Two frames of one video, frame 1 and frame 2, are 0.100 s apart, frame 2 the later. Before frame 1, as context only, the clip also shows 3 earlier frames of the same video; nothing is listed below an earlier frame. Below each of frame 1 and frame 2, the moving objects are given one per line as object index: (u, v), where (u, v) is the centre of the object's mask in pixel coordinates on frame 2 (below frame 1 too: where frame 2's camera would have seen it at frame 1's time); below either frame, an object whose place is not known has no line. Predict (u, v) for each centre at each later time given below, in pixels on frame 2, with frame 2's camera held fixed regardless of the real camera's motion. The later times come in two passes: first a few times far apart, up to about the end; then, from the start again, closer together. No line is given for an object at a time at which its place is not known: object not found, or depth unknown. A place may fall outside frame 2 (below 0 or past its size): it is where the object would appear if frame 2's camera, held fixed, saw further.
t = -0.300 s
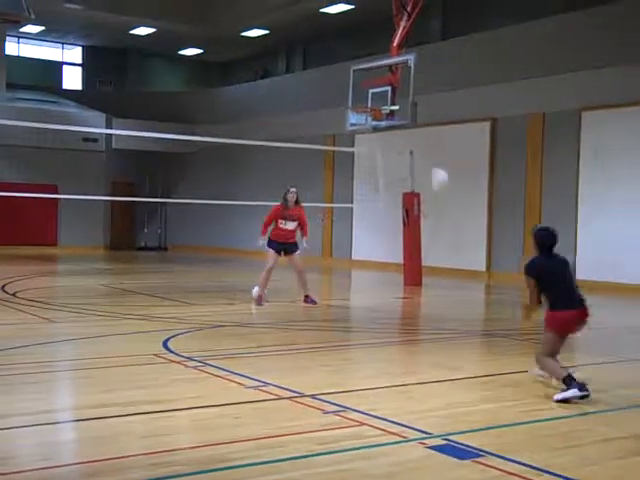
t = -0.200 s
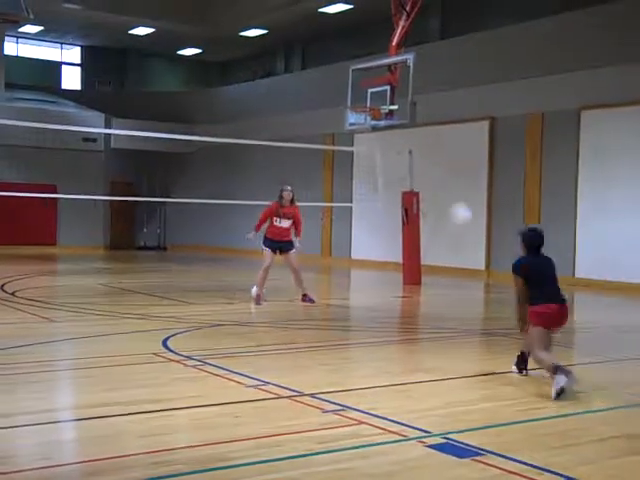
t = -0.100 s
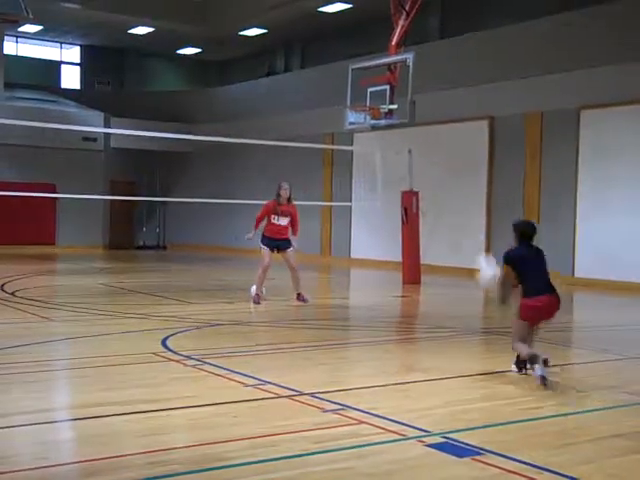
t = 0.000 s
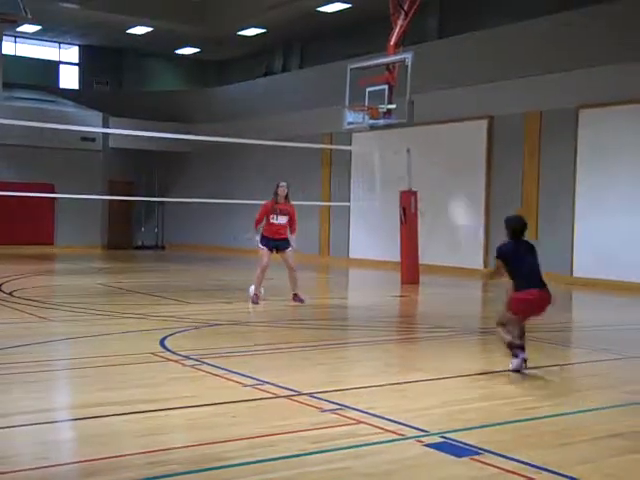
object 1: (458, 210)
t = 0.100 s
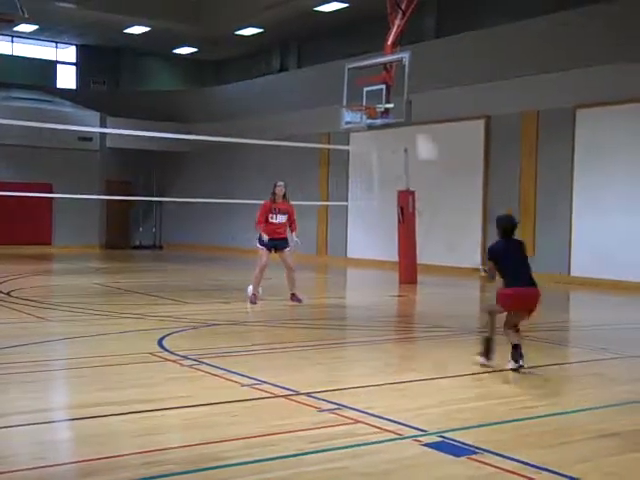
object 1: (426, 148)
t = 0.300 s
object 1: (371, 67)
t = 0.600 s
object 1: (311, 29)
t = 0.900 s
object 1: (266, 62)
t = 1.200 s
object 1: (233, 139)
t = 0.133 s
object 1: (413, 131)
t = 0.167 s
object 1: (405, 114)
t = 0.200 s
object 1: (396, 103)
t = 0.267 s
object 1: (376, 74)
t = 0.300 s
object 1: (371, 67)
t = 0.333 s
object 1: (362, 55)
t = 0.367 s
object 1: (355, 49)
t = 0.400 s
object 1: (348, 44)
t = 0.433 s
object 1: (341, 39)
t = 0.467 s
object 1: (335, 35)
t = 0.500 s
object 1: (329, 32)
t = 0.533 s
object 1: (323, 30)
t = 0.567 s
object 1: (317, 29)
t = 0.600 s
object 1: (311, 29)
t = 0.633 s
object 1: (305, 30)
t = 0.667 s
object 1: (300, 31)
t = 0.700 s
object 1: (294, 34)
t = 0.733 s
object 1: (289, 37)
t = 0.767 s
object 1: (285, 41)
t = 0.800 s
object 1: (280, 45)
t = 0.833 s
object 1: (275, 50)
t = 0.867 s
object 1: (271, 55)
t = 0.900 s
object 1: (266, 62)
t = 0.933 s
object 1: (263, 69)
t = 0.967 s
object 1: (258, 76)
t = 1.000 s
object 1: (254, 83)
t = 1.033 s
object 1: (250, 92)
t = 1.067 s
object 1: (247, 101)
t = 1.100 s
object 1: (243, 110)
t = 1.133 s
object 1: (239, 119)
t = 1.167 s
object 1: (236, 128)
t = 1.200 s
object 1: (233, 139)
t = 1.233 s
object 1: (230, 149)
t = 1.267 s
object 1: (228, 157)
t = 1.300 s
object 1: (228, 164)
